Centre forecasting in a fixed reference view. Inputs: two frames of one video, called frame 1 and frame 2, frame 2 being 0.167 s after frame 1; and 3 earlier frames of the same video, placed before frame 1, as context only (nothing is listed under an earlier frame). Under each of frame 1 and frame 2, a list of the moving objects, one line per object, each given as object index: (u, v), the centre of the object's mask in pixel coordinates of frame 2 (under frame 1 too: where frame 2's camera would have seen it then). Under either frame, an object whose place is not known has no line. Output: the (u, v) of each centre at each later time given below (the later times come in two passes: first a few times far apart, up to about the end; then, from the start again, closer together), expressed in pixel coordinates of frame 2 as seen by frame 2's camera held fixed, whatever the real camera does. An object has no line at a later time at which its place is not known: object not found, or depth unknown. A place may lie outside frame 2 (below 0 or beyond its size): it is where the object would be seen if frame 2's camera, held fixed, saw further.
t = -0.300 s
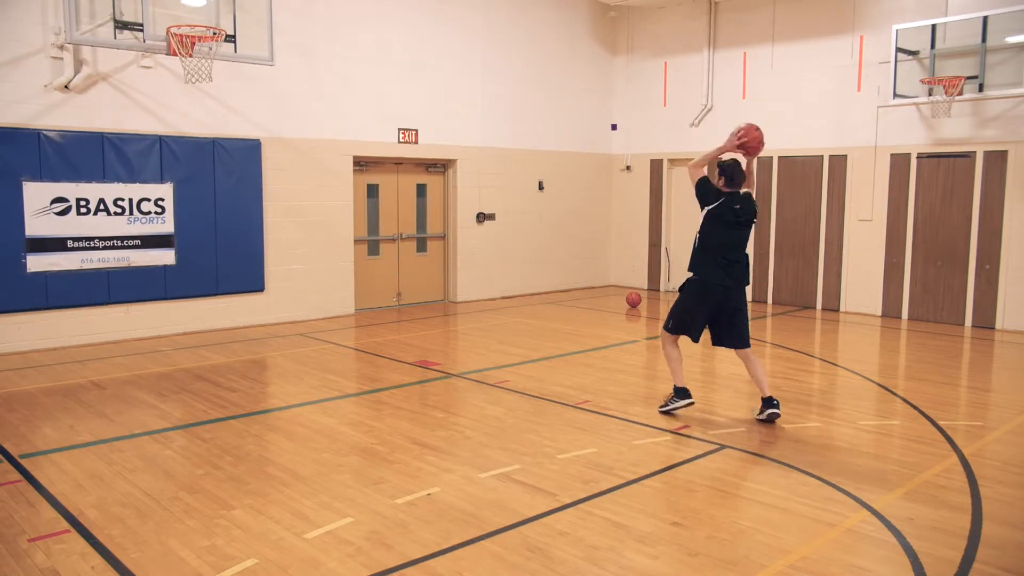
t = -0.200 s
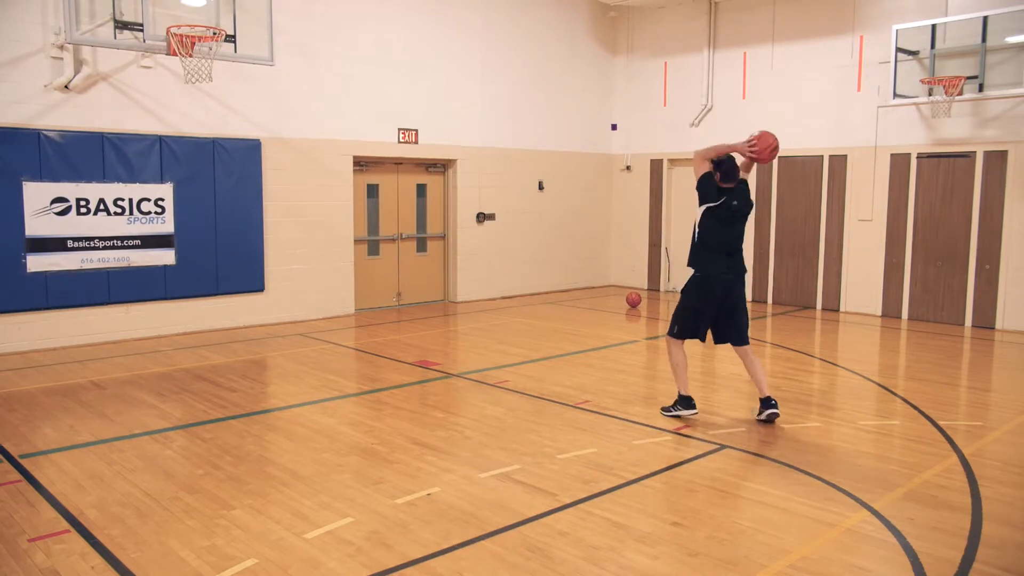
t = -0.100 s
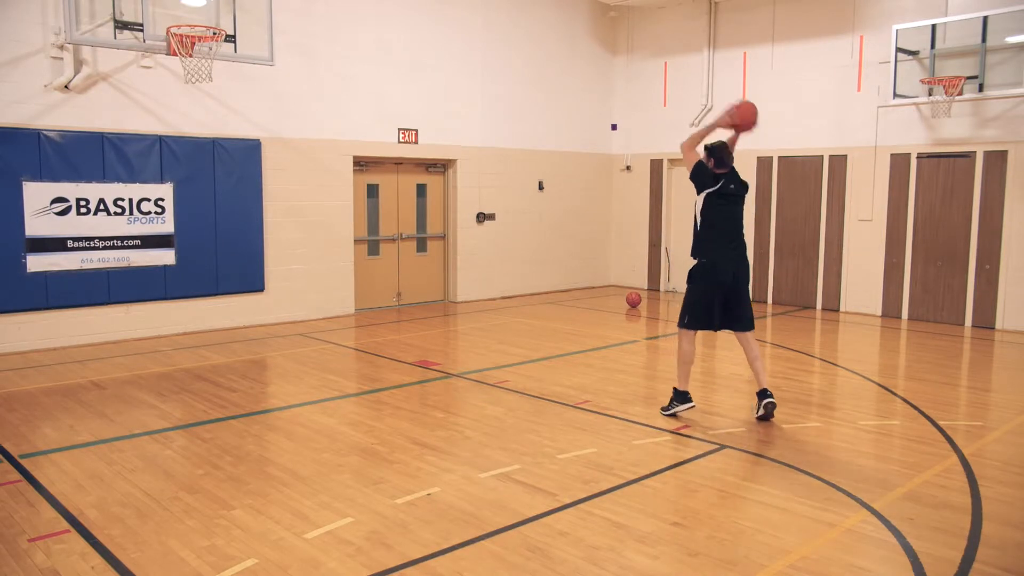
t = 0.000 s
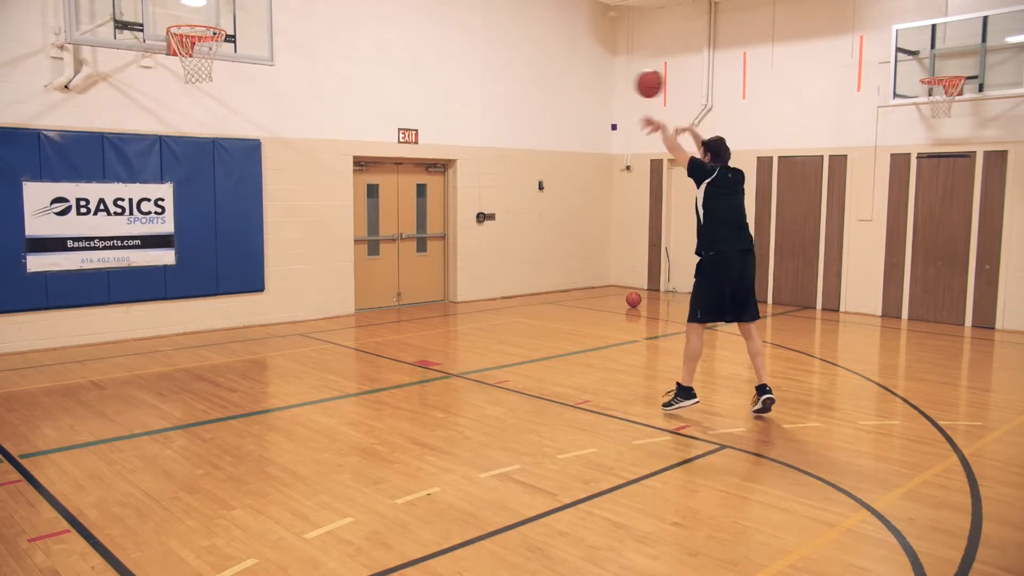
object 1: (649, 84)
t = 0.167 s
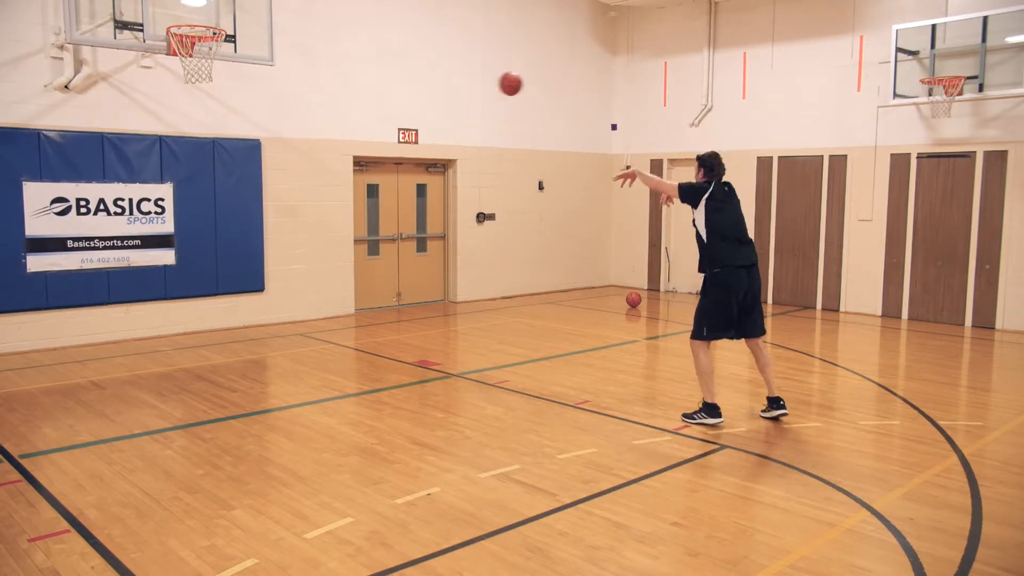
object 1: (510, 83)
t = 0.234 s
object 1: (468, 91)
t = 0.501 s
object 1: (347, 146)
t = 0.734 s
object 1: (428, 198)
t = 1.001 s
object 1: (547, 337)
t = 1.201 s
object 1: (620, 276)
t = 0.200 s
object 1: (488, 87)
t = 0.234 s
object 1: (468, 91)
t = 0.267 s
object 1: (449, 96)
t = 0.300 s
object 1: (431, 101)
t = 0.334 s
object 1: (414, 108)
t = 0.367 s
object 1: (399, 114)
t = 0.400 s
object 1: (384, 122)
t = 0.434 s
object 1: (370, 129)
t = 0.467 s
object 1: (357, 138)
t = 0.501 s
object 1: (347, 146)
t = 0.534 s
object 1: (356, 151)
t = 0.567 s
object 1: (367, 156)
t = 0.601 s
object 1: (379, 162)
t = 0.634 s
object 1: (391, 169)
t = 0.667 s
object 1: (402, 178)
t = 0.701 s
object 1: (415, 188)
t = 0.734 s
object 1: (428, 198)
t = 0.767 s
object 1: (441, 211)
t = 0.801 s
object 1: (455, 224)
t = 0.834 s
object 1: (469, 239)
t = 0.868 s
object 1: (484, 255)
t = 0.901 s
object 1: (499, 273)
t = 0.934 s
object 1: (514, 292)
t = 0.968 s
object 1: (530, 314)
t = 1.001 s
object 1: (547, 337)
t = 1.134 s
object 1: (595, 300)
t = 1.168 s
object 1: (607, 287)
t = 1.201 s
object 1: (620, 276)
